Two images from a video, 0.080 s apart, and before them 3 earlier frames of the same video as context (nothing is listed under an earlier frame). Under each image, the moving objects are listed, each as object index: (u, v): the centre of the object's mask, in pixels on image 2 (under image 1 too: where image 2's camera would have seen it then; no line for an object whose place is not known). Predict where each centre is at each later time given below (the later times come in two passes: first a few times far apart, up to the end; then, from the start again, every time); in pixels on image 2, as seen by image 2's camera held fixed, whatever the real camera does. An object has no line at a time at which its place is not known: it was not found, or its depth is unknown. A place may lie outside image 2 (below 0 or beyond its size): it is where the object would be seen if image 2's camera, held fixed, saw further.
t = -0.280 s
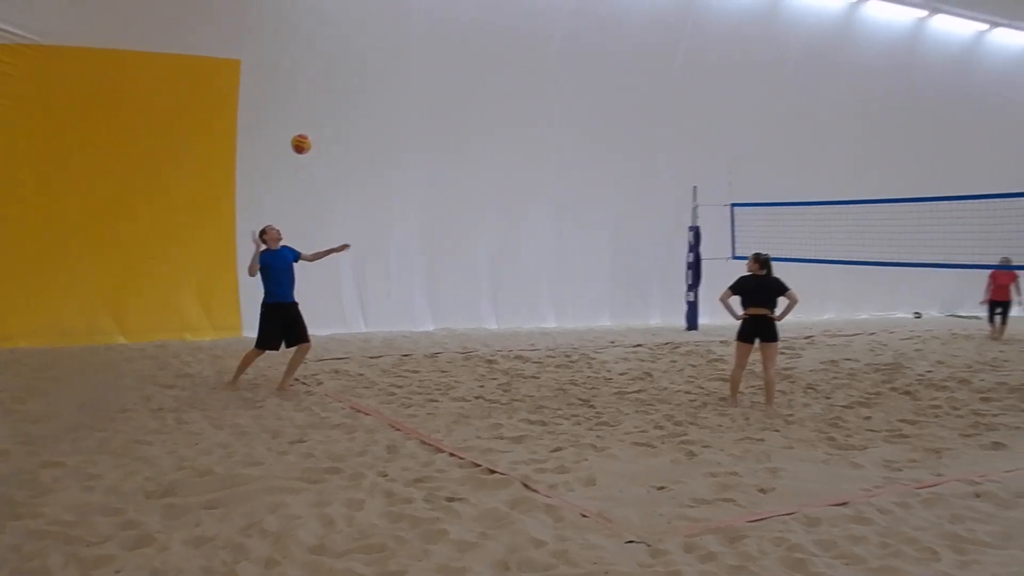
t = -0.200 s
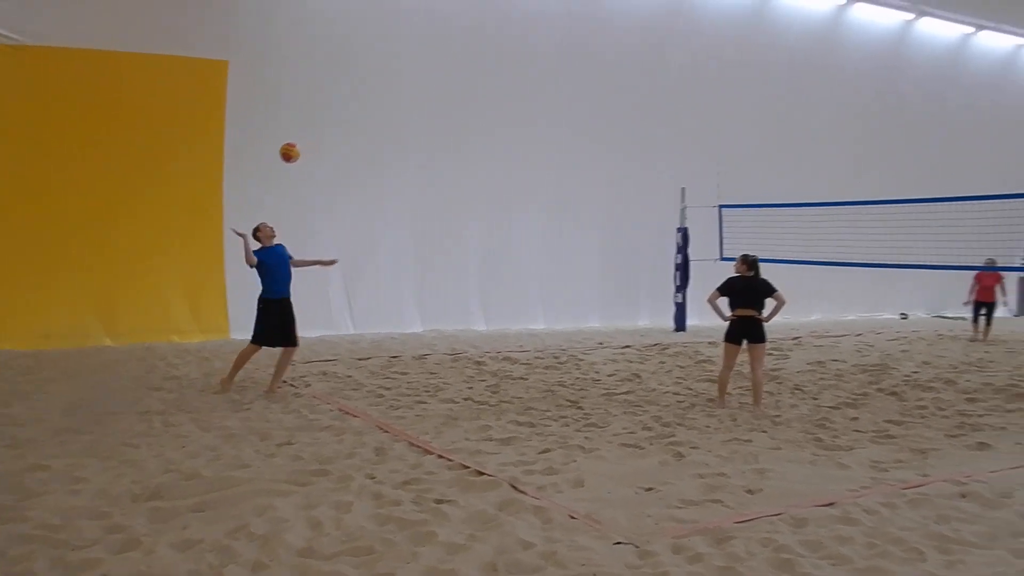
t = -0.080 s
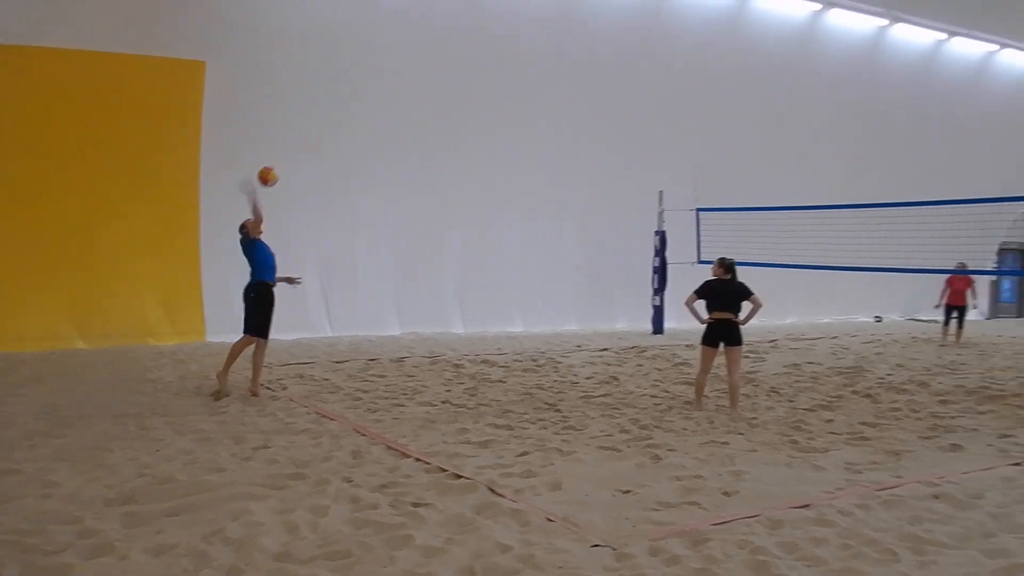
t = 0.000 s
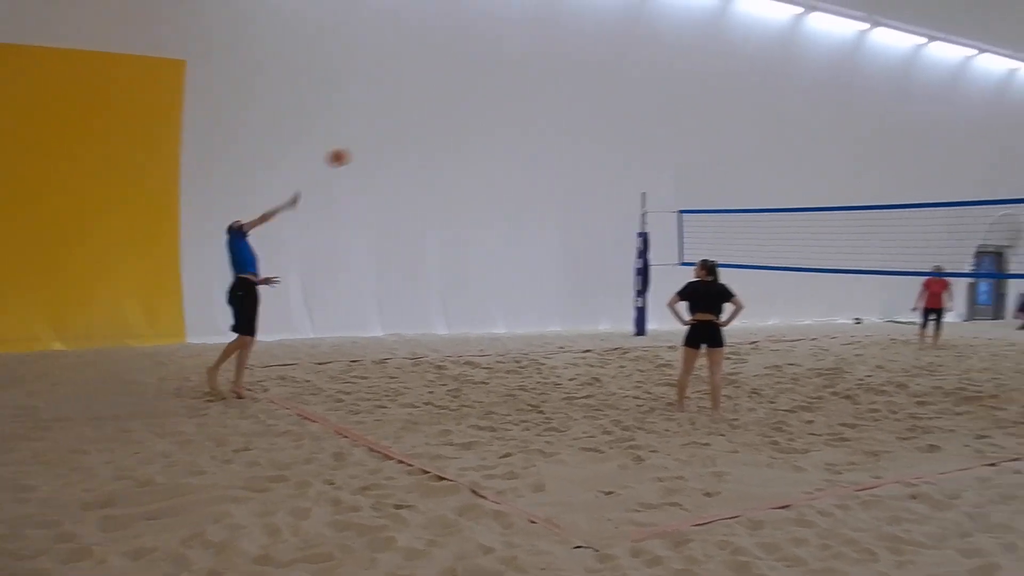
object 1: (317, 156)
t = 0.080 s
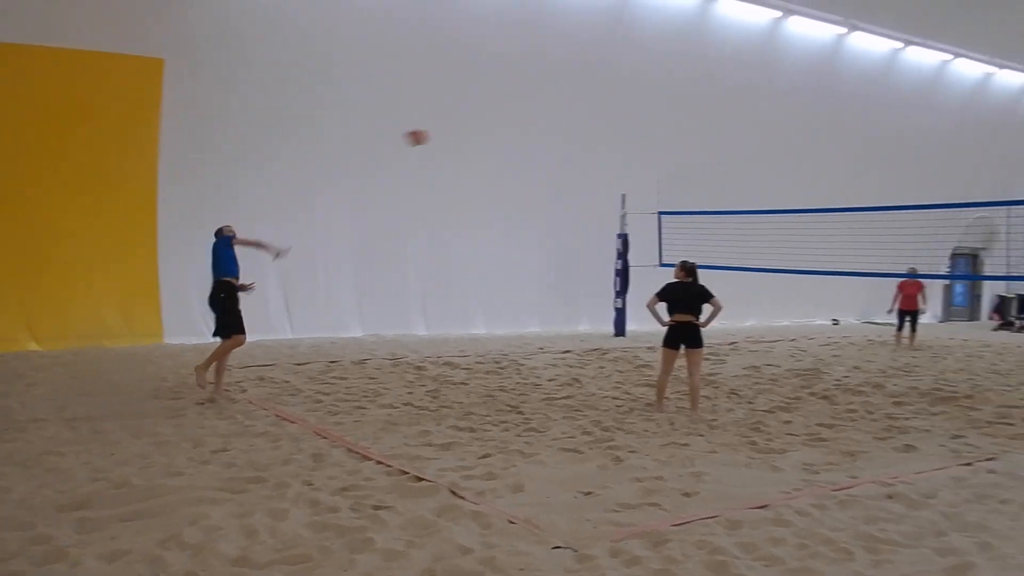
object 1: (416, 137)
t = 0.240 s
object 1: (583, 116)
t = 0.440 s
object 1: (757, 112)
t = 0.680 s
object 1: (920, 142)
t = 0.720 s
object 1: (943, 150)
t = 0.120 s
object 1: (462, 129)
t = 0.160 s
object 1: (505, 124)
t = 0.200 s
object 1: (546, 120)
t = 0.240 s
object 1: (583, 116)
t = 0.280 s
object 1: (620, 113)
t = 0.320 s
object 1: (656, 111)
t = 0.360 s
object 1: (691, 110)
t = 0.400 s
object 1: (725, 110)
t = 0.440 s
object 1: (757, 112)
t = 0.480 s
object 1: (787, 115)
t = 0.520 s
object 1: (816, 119)
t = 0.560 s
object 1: (844, 123)
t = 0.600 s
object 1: (870, 127)
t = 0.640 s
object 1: (896, 134)
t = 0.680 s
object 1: (920, 142)
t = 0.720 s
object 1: (943, 150)
